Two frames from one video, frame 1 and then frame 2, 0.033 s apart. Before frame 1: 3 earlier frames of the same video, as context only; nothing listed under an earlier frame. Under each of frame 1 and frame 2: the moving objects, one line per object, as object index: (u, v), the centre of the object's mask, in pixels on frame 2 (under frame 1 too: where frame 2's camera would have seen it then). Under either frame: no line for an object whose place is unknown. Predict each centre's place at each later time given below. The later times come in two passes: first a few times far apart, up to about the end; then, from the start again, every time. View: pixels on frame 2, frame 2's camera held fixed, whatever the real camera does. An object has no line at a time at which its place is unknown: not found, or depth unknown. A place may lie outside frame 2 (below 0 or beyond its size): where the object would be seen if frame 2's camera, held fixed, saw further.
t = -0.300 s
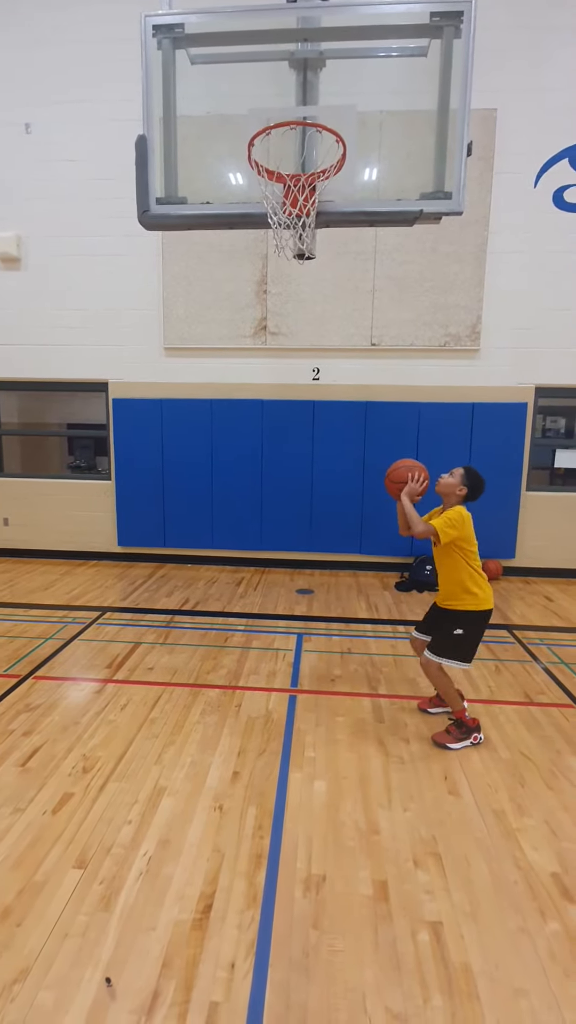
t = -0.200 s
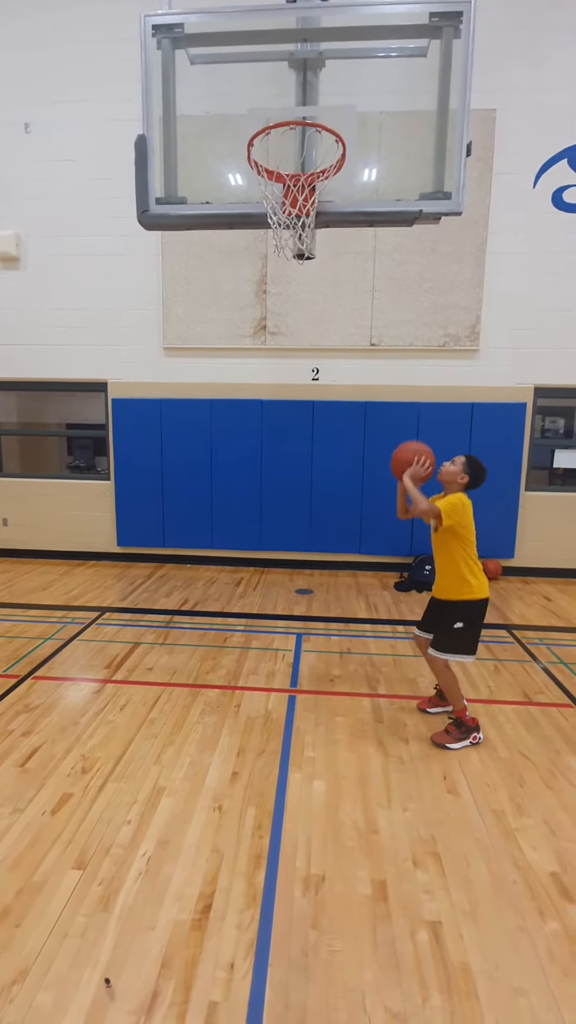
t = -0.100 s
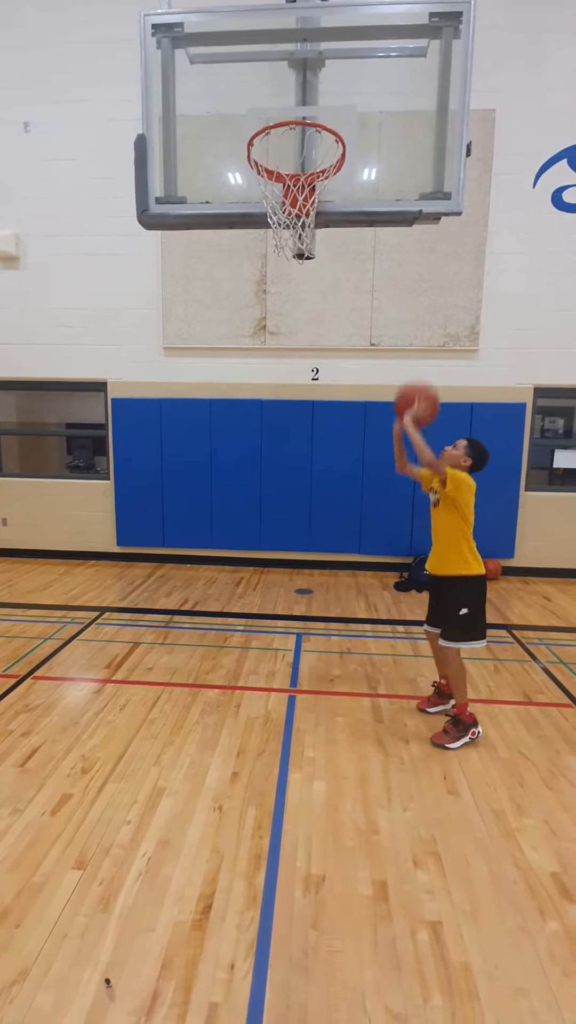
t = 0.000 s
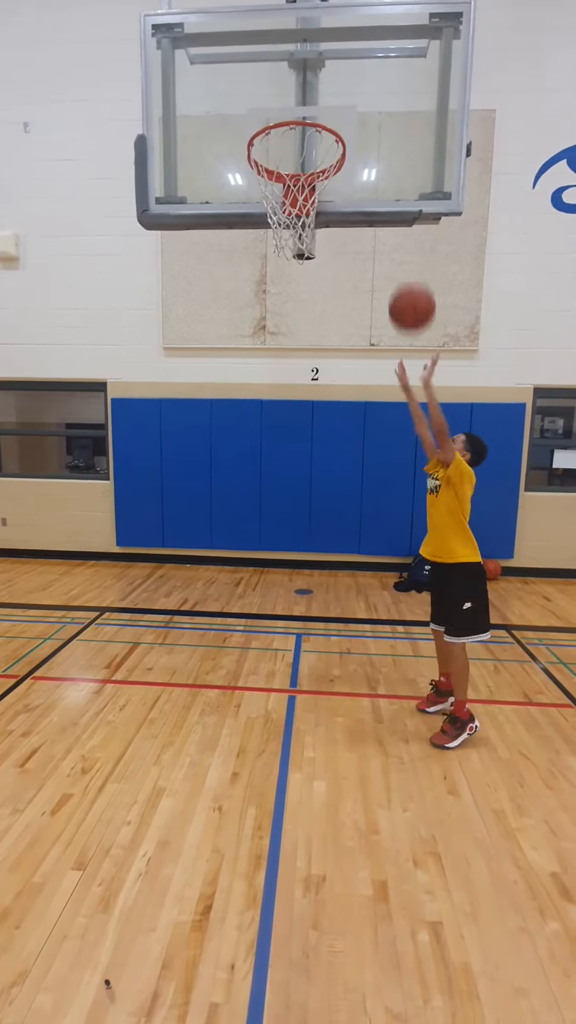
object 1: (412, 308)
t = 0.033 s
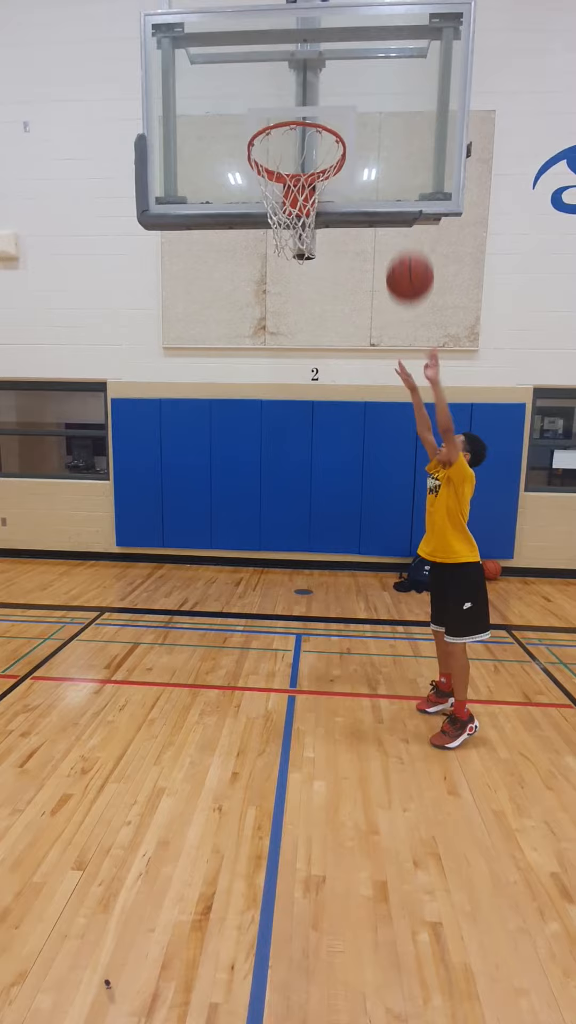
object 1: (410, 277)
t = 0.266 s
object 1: (391, 122)
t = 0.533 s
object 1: (362, 85)
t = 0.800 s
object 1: (355, 96)
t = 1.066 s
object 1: (385, 126)
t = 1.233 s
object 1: (415, 190)
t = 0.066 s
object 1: (407, 249)
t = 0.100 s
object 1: (405, 223)
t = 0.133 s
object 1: (402, 199)
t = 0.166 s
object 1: (400, 176)
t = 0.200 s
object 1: (397, 156)
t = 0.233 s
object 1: (393, 138)
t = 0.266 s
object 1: (391, 122)
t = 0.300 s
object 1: (387, 109)
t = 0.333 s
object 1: (384, 98)
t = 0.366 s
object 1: (381, 90)
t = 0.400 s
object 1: (377, 84)
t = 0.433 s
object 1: (373, 81)
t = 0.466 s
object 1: (370, 80)
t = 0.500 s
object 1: (366, 82)
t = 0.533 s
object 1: (362, 85)
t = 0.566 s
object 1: (358, 92)
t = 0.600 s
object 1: (354, 101)
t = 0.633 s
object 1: (350, 111)
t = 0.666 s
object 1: (350, 111)
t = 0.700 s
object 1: (350, 105)
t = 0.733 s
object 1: (352, 100)
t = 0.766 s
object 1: (354, 97)
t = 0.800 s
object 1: (355, 96)
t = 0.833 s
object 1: (357, 98)
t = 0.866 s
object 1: (358, 102)
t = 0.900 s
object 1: (360, 109)
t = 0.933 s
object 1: (361, 118)
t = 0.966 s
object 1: (367, 117)
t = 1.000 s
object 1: (373, 118)
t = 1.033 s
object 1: (379, 120)
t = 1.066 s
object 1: (385, 126)
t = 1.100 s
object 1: (392, 133)
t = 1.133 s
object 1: (398, 143)
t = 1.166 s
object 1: (404, 157)
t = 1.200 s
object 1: (409, 171)
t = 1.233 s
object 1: (415, 190)
